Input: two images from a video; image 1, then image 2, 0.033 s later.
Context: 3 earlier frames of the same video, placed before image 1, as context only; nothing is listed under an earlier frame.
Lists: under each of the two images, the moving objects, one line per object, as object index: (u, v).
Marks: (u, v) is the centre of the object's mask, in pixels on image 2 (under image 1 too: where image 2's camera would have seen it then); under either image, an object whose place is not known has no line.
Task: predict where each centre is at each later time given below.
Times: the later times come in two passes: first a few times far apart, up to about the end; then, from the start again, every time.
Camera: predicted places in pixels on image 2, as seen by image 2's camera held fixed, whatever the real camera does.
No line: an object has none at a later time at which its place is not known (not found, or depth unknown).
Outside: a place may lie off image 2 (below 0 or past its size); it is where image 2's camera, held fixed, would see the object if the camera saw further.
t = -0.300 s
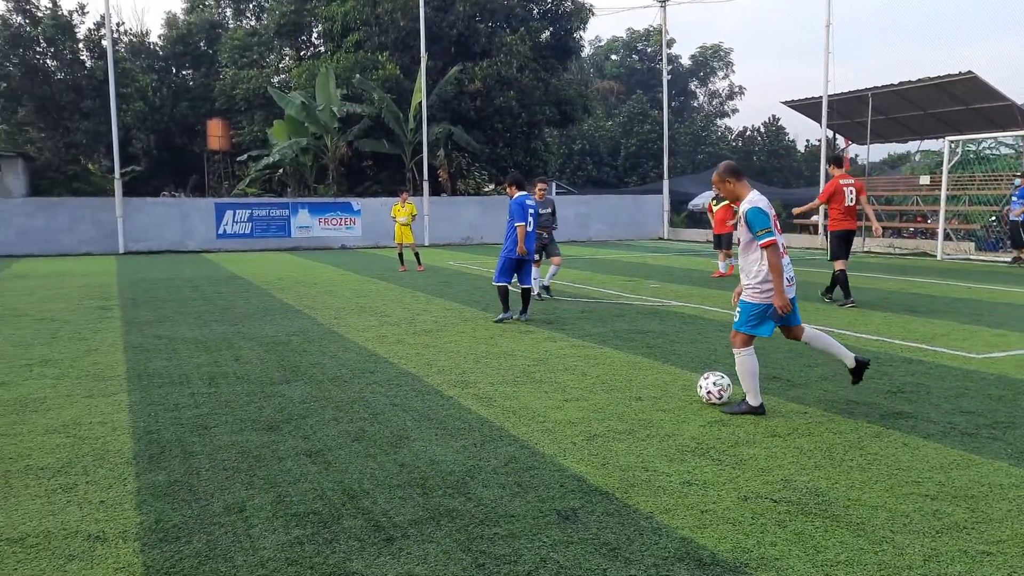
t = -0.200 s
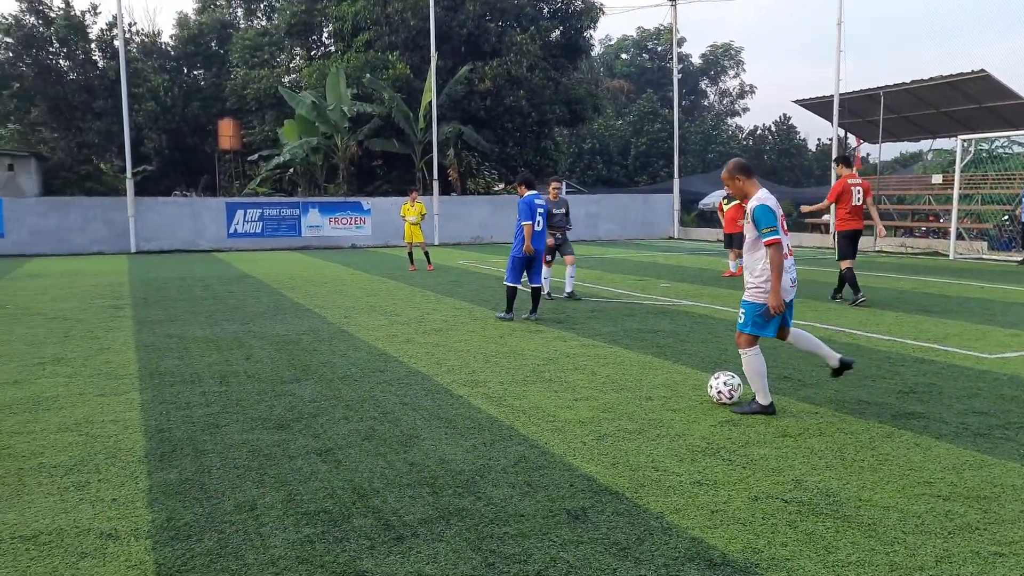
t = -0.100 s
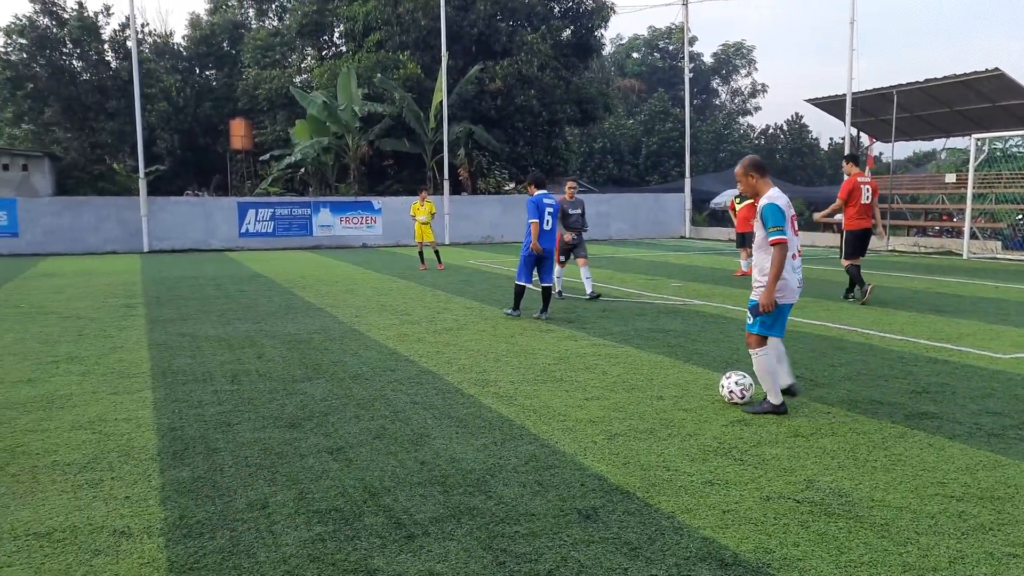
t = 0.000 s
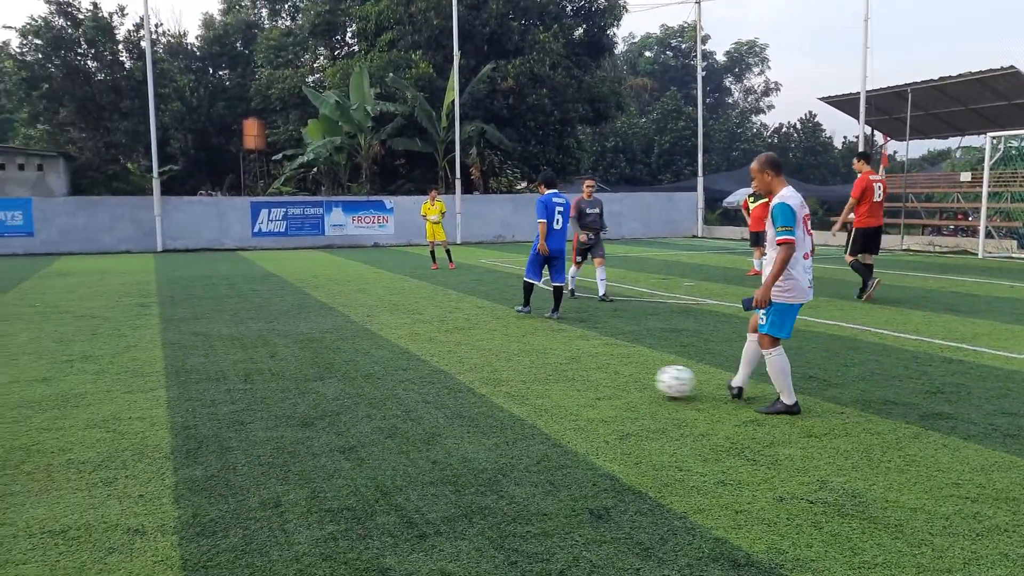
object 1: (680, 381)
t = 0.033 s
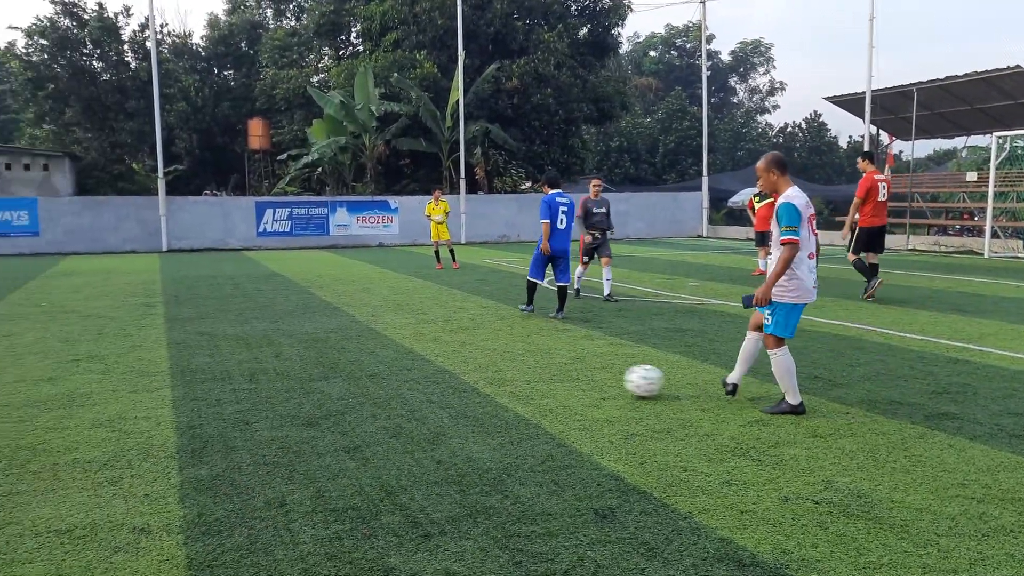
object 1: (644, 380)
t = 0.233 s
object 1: (463, 372)
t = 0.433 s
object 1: (329, 367)
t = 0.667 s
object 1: (212, 363)
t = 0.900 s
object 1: (111, 361)
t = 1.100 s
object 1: (30, 359)
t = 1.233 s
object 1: (-23, 358)
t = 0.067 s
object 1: (609, 379)
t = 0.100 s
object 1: (578, 376)
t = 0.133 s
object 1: (548, 375)
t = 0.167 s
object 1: (517, 375)
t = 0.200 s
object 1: (490, 375)
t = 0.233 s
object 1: (463, 372)
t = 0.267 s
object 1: (439, 370)
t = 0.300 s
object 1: (414, 371)
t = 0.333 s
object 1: (392, 369)
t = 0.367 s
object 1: (370, 368)
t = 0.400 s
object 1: (349, 368)
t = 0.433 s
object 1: (329, 367)
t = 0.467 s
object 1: (311, 366)
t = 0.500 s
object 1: (292, 365)
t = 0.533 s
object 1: (275, 365)
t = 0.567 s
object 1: (258, 364)
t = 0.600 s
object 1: (242, 364)
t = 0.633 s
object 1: (227, 364)
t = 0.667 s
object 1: (212, 363)
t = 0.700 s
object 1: (197, 362)
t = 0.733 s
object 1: (182, 362)
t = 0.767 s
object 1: (168, 361)
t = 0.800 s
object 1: (153, 361)
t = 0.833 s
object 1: (139, 362)
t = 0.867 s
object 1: (125, 361)
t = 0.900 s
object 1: (111, 361)
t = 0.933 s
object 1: (97, 361)
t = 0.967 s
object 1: (83, 360)
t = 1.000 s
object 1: (70, 360)
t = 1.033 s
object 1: (57, 359)
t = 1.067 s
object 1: (43, 359)
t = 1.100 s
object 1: (30, 359)
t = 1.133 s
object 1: (18, 358)
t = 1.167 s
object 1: (5, 358)
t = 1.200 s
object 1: (-7, 357)
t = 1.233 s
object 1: (-23, 358)
